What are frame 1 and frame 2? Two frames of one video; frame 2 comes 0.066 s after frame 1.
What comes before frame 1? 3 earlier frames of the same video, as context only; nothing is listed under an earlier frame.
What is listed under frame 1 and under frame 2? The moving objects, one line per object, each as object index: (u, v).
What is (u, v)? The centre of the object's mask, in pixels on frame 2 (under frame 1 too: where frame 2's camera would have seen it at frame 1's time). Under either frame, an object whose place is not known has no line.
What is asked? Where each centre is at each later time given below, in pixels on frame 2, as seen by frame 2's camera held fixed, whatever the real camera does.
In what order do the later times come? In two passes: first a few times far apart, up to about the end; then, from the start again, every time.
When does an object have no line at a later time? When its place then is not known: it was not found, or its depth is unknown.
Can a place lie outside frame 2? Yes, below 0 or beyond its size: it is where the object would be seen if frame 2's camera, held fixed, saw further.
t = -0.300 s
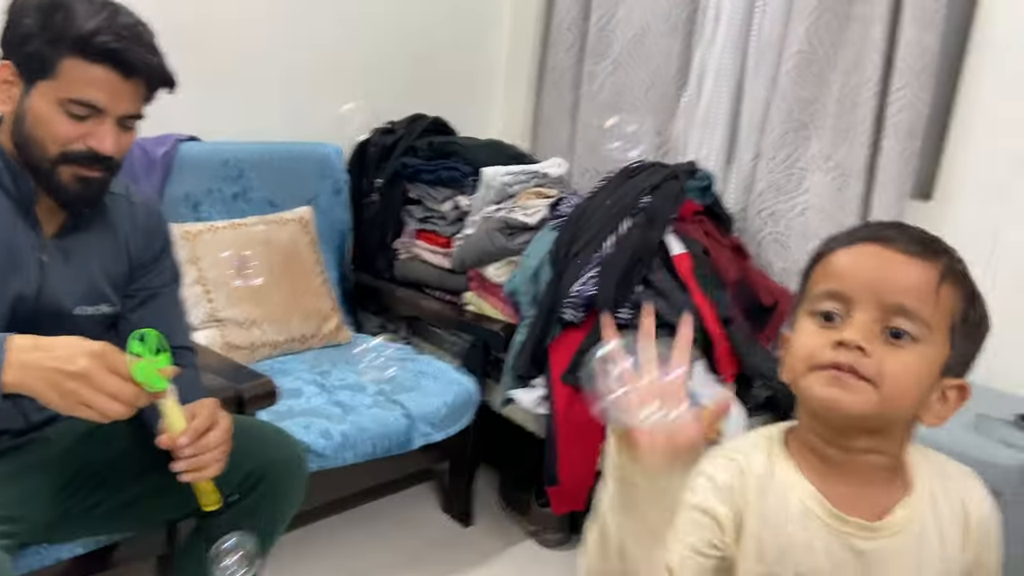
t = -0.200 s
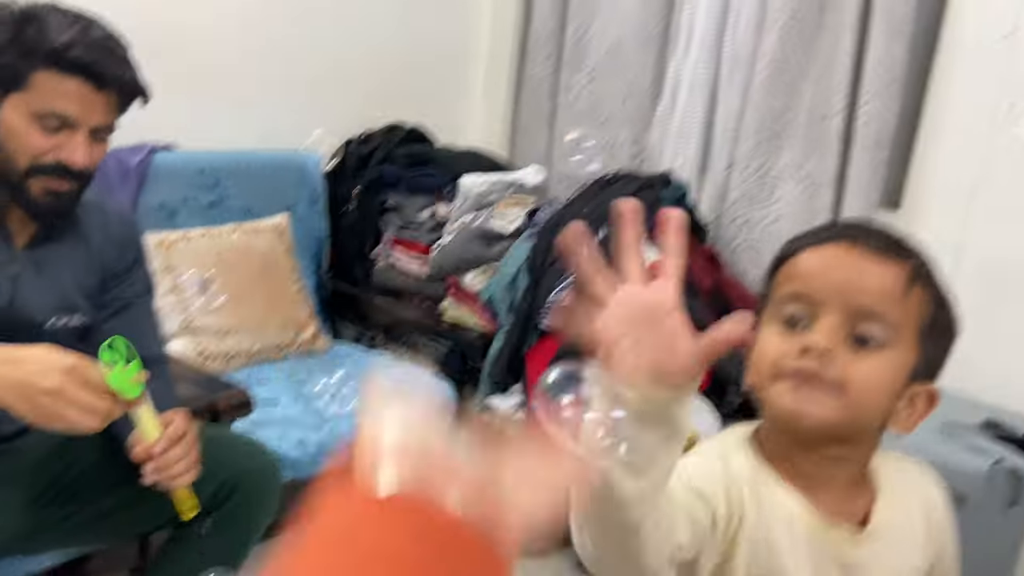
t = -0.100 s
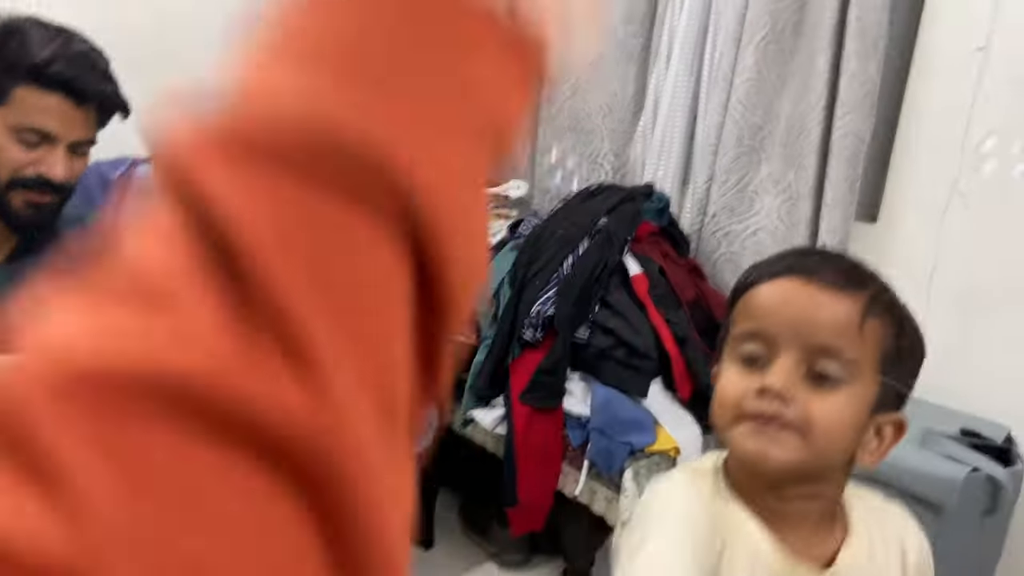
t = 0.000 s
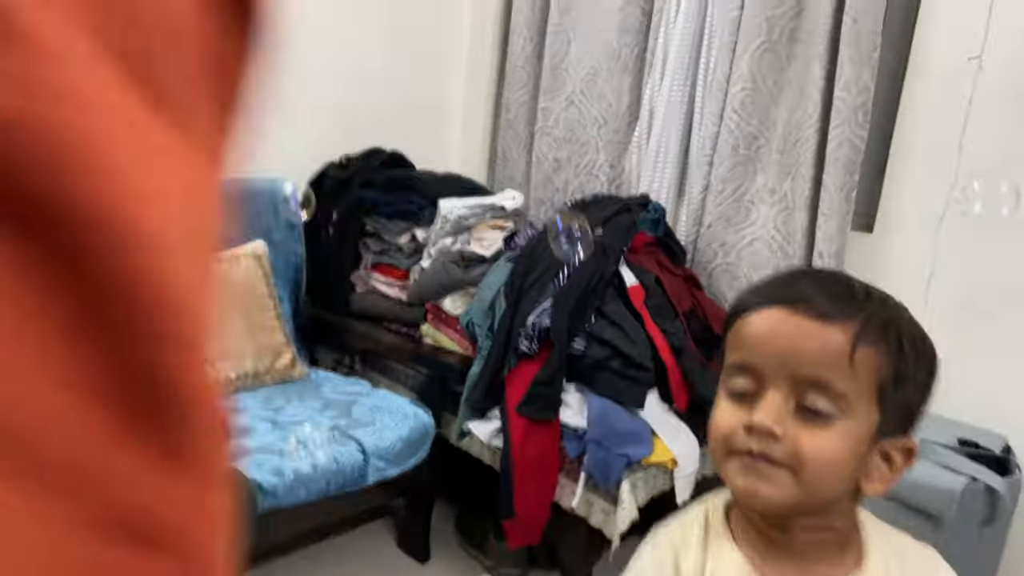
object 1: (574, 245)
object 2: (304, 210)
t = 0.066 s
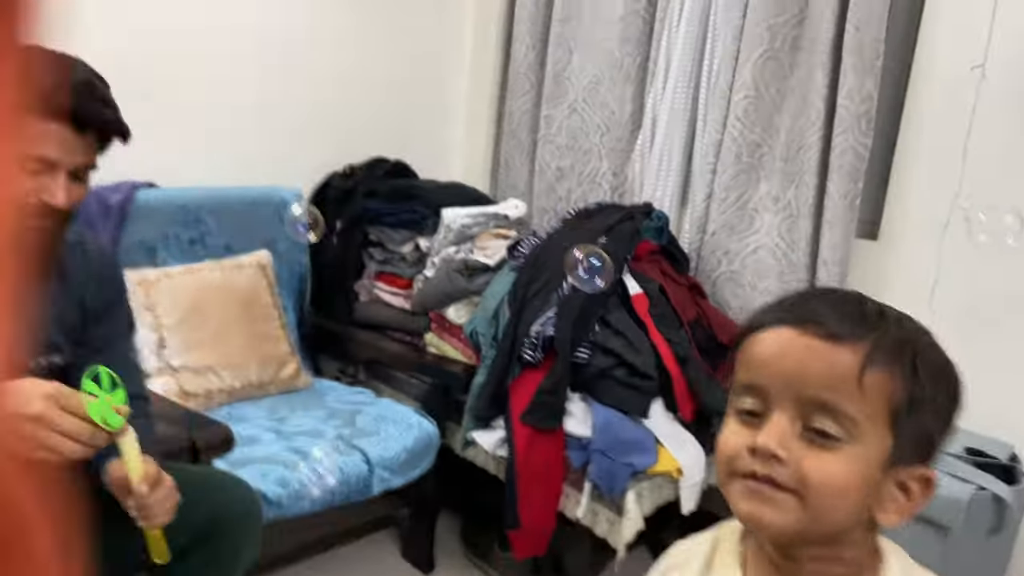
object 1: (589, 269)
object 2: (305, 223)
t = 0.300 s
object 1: (598, 295)
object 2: (322, 255)
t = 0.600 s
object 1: (576, 398)
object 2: (320, 299)
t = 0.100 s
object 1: (596, 274)
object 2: (309, 229)
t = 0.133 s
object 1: (599, 278)
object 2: (317, 232)
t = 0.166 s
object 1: (600, 280)
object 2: (318, 237)
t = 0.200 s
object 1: (599, 282)
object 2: (321, 241)
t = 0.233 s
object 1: (599, 285)
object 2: (321, 245)
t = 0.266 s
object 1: (599, 290)
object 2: (322, 250)
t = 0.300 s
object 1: (598, 295)
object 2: (322, 255)
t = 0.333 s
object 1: (597, 301)
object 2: (323, 259)
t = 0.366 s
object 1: (595, 309)
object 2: (322, 265)
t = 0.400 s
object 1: (592, 317)
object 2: (322, 271)
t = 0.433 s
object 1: (589, 328)
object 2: (321, 277)
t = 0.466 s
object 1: (585, 342)
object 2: (320, 284)
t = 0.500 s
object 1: (582, 357)
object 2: (320, 290)
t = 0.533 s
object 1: (580, 371)
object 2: (320, 295)
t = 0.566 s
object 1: (577, 381)
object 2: (320, 297)
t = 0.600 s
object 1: (576, 398)
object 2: (320, 299)
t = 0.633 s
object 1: (572, 414)
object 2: (320, 302)
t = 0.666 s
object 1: (570, 433)
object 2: (318, 305)
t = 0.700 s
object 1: (566, 457)
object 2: (316, 308)
